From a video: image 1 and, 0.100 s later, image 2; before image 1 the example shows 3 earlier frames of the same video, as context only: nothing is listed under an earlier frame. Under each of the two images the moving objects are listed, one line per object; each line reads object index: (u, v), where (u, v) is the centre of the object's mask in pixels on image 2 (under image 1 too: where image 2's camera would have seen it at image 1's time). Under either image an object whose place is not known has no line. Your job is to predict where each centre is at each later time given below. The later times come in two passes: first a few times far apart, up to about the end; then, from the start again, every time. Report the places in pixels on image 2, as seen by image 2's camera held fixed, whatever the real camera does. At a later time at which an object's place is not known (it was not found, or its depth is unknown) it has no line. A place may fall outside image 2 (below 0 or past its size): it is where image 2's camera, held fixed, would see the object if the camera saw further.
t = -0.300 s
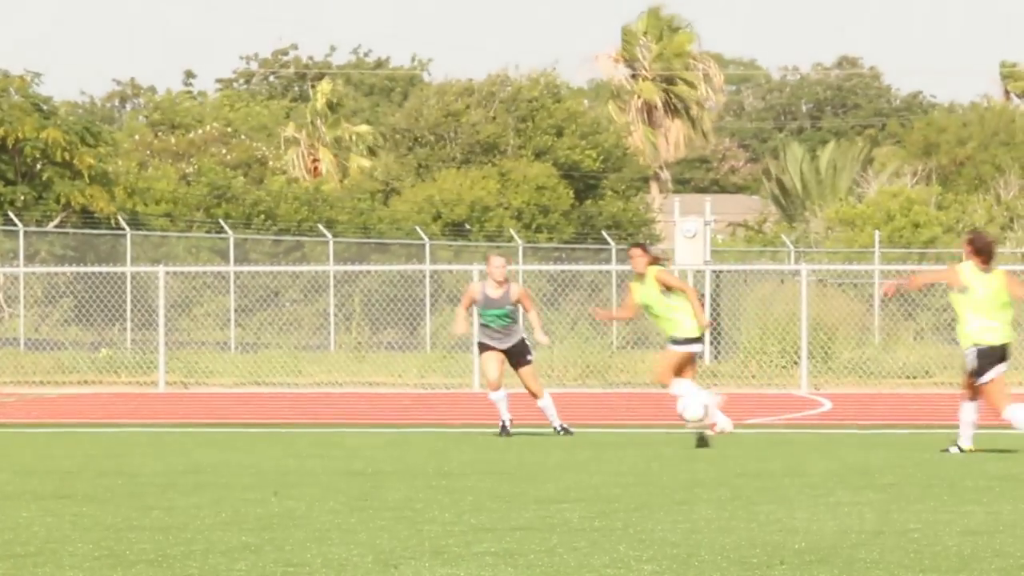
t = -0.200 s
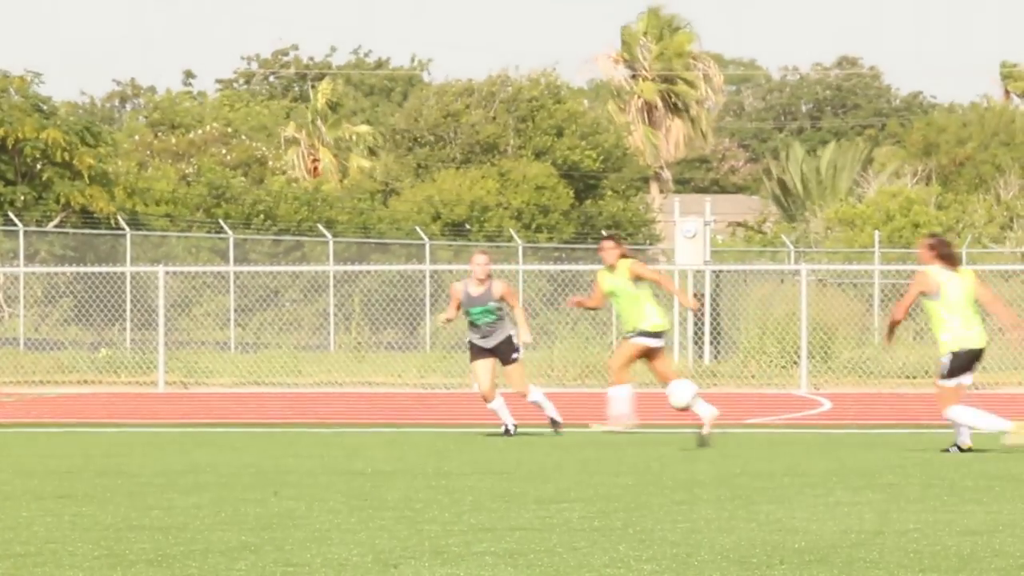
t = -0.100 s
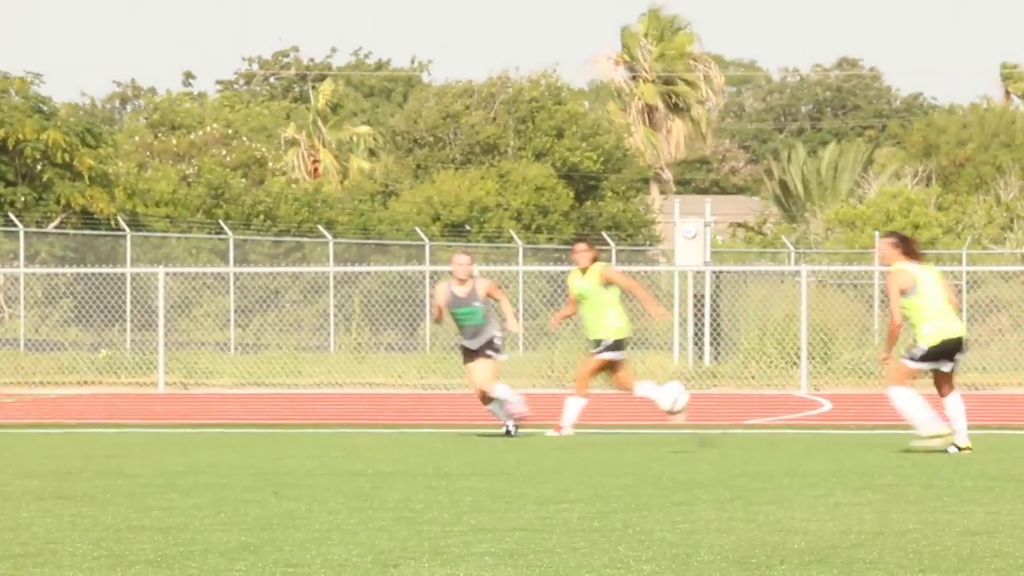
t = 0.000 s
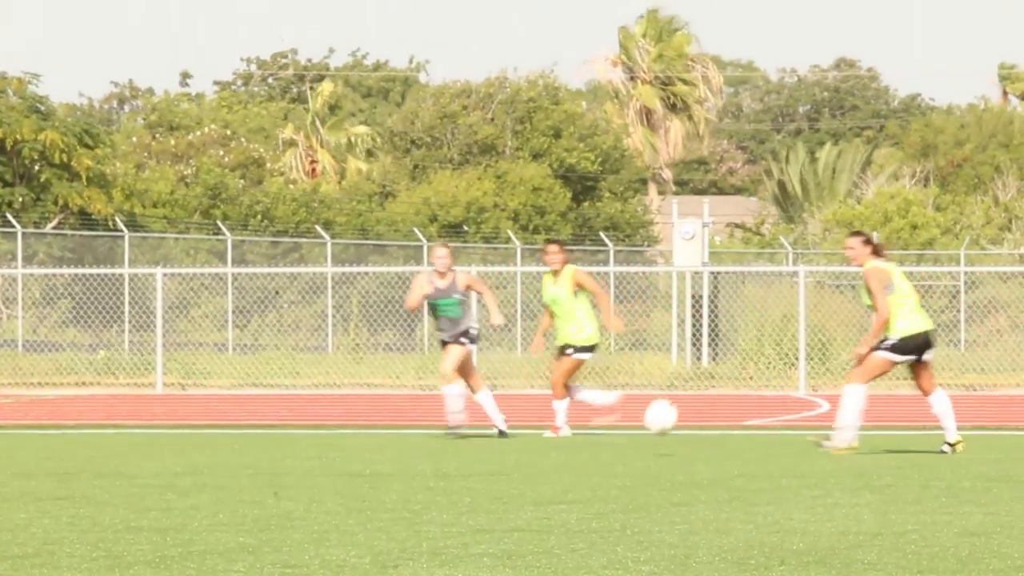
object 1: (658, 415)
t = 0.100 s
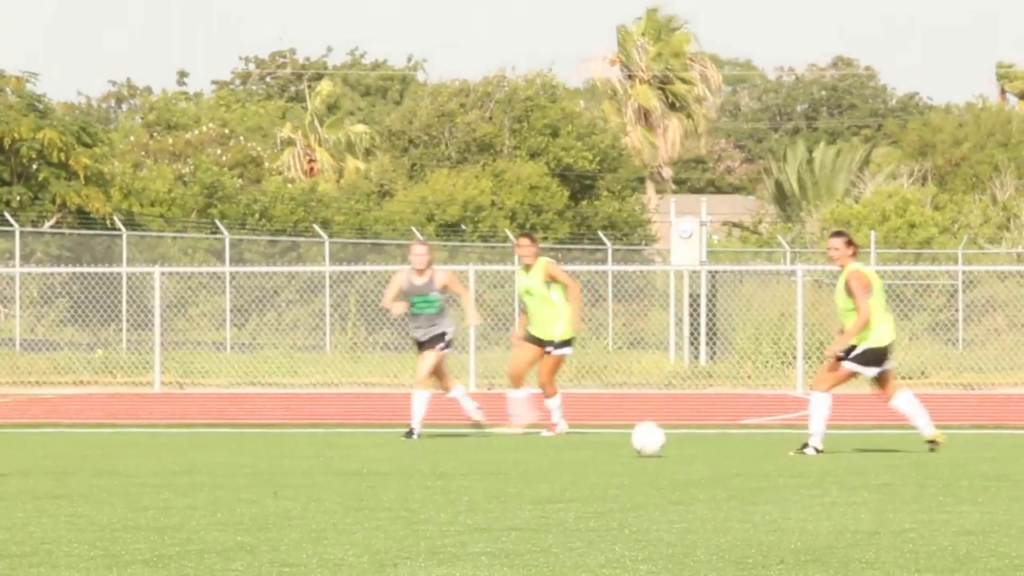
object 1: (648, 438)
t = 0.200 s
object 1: (638, 425)
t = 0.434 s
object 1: (617, 445)
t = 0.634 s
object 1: (596, 448)
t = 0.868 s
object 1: (576, 452)
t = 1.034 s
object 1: (563, 455)
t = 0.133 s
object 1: (645, 432)
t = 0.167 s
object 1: (642, 428)
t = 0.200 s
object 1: (638, 425)
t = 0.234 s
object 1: (635, 423)
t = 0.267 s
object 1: (633, 424)
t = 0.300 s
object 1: (629, 426)
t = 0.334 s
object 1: (626, 430)
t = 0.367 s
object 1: (623, 435)
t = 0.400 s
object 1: (620, 443)
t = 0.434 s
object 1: (617, 445)
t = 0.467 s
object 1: (613, 442)
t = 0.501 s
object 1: (610, 441)
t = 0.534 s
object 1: (606, 440)
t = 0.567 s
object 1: (602, 442)
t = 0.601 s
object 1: (599, 445)
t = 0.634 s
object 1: (596, 448)
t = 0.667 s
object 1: (593, 447)
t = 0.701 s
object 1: (590, 444)
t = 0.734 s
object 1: (588, 443)
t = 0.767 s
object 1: (585, 444)
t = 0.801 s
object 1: (582, 446)
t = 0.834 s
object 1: (579, 451)
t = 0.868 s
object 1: (576, 452)
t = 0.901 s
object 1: (573, 452)
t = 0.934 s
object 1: (570, 451)
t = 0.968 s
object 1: (568, 451)
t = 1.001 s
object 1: (565, 453)
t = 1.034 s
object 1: (563, 455)
